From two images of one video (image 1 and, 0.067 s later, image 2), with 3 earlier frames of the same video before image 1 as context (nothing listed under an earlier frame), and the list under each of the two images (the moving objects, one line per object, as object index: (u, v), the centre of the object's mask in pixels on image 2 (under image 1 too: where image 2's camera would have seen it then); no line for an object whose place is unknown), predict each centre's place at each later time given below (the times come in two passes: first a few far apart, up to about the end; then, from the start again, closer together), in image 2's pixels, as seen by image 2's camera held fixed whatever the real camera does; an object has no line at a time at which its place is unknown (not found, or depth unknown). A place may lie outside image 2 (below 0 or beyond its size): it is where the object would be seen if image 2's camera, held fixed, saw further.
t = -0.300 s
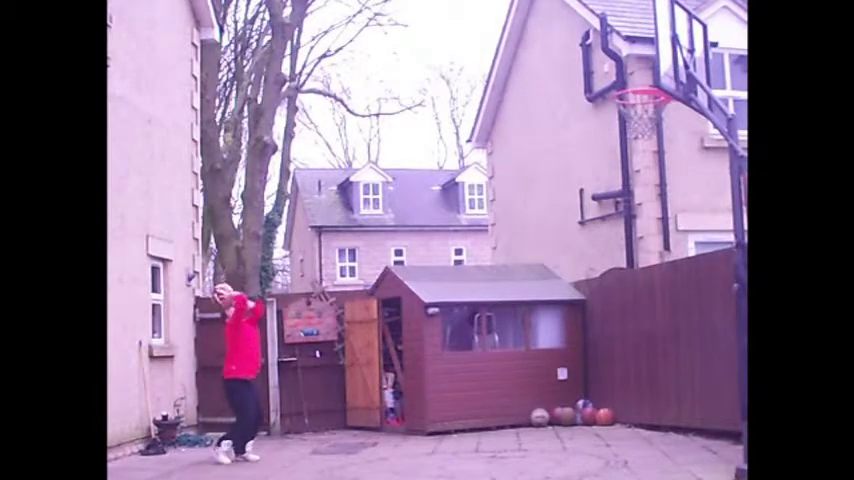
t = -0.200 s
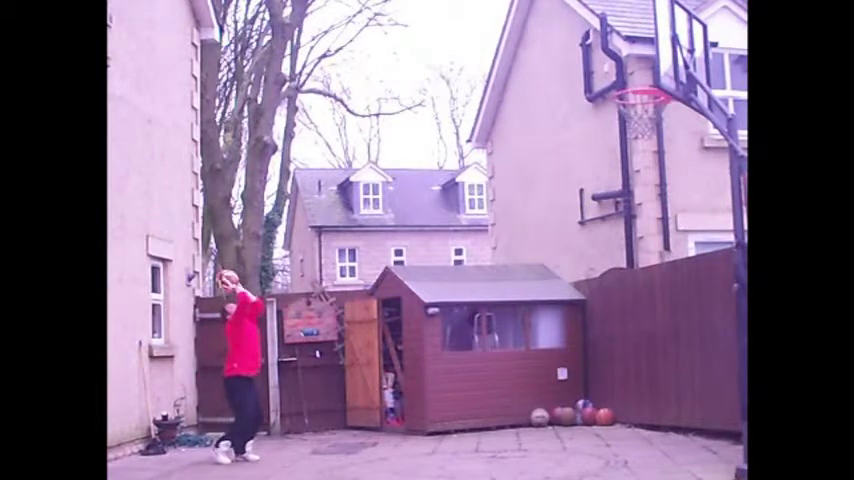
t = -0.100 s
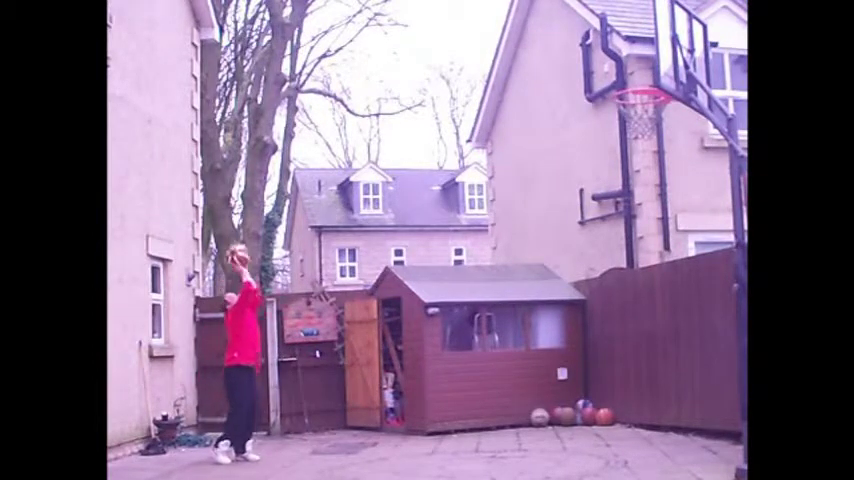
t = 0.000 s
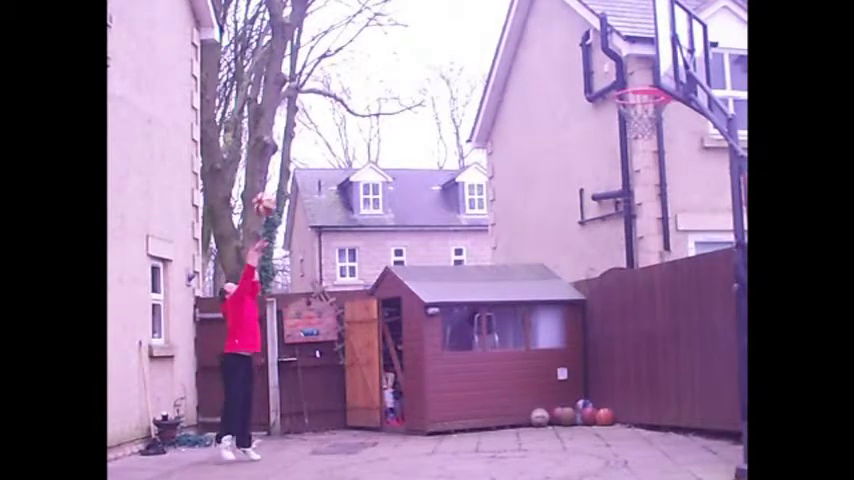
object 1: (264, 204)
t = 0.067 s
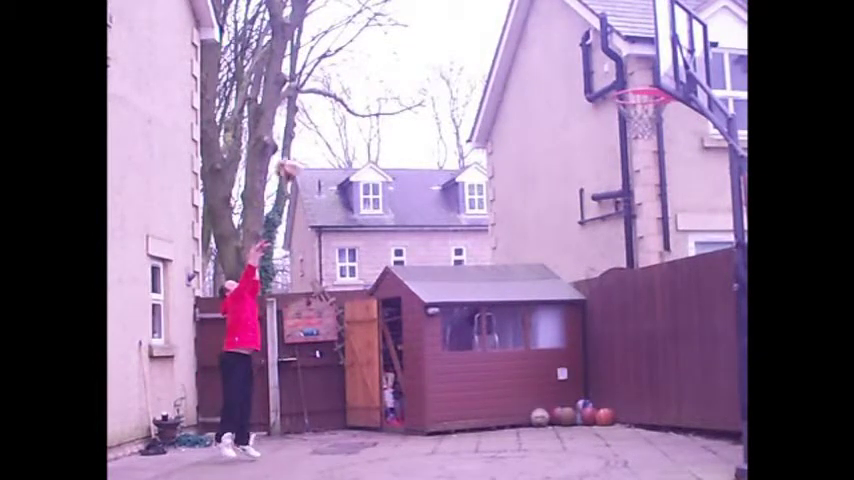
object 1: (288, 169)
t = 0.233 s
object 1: (343, 101)
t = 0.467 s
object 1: (432, 42)
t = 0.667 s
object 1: (515, 32)
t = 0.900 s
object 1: (622, 76)
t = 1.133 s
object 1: (629, 158)
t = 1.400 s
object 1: (584, 298)
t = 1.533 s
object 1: (564, 401)
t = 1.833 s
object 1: (496, 335)
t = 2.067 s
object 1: (443, 268)
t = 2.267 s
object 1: (401, 261)
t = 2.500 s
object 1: (356, 309)
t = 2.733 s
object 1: (315, 420)
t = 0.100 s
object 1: (298, 154)
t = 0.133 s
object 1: (308, 139)
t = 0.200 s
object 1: (332, 113)
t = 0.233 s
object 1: (343, 101)
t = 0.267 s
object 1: (355, 89)
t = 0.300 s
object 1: (368, 79)
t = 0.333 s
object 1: (381, 69)
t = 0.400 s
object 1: (406, 53)
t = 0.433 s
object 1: (418, 47)
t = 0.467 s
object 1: (432, 42)
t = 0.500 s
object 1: (445, 38)
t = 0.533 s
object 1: (458, 35)
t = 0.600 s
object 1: (486, 31)
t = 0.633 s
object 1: (500, 32)
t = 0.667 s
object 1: (515, 32)
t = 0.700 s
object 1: (530, 34)
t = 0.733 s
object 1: (545, 40)
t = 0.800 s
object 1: (575, 50)
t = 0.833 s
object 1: (591, 57)
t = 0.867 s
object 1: (608, 67)
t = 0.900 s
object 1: (622, 76)
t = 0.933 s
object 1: (641, 91)
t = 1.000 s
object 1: (653, 115)
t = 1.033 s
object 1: (645, 126)
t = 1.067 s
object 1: (640, 136)
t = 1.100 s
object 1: (635, 145)
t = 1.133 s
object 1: (629, 158)
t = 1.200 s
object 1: (619, 182)
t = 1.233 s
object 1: (613, 201)
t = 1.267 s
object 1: (607, 216)
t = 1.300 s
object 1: (601, 235)
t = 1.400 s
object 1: (584, 298)
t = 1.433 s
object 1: (580, 322)
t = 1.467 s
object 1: (575, 348)
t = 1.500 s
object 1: (570, 375)
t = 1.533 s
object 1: (564, 401)
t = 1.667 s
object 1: (539, 426)
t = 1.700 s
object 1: (530, 406)
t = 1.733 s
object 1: (522, 385)
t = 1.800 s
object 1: (505, 350)
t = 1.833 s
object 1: (496, 335)
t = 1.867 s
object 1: (489, 321)
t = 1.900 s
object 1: (481, 310)
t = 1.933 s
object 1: (474, 298)
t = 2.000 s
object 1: (458, 279)
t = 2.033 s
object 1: (451, 273)
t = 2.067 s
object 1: (443, 268)
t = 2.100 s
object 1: (436, 263)
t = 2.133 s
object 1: (429, 259)
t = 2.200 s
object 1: (415, 257)
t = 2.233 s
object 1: (411, 259)
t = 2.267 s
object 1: (401, 261)
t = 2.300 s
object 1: (394, 262)
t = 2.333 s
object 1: (387, 268)
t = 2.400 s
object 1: (375, 282)
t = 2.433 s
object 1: (370, 292)
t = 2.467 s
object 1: (363, 301)
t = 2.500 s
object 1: (356, 309)
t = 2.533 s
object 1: (350, 322)
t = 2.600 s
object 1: (338, 351)
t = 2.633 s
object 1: (332, 367)
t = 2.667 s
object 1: (326, 384)
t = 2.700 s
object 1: (321, 402)
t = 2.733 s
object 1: (315, 420)
